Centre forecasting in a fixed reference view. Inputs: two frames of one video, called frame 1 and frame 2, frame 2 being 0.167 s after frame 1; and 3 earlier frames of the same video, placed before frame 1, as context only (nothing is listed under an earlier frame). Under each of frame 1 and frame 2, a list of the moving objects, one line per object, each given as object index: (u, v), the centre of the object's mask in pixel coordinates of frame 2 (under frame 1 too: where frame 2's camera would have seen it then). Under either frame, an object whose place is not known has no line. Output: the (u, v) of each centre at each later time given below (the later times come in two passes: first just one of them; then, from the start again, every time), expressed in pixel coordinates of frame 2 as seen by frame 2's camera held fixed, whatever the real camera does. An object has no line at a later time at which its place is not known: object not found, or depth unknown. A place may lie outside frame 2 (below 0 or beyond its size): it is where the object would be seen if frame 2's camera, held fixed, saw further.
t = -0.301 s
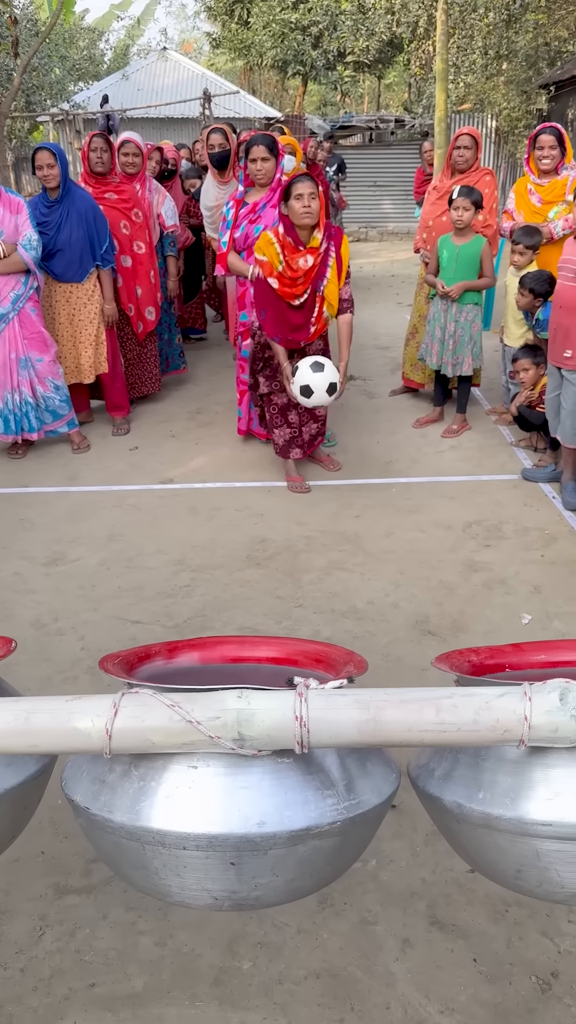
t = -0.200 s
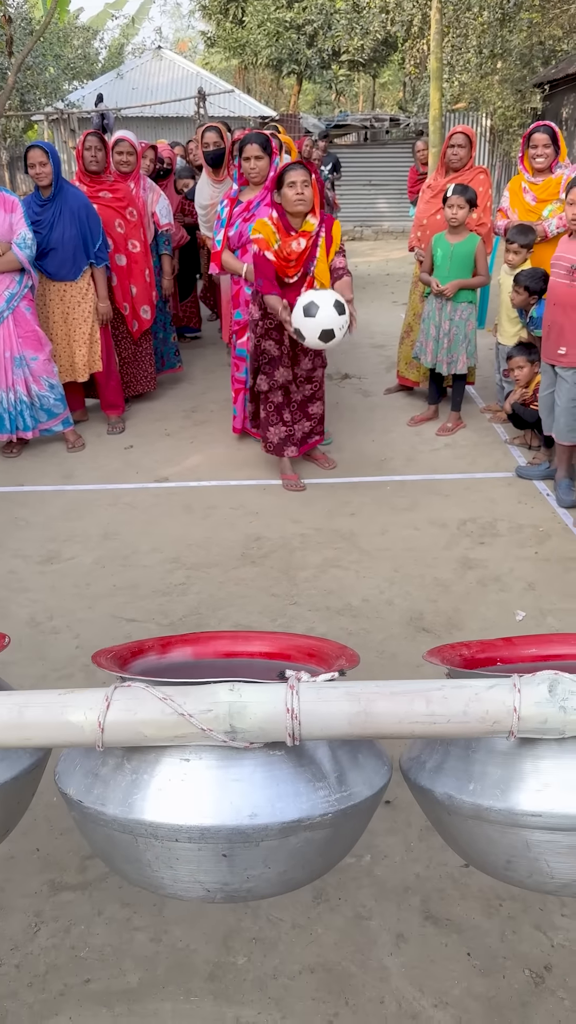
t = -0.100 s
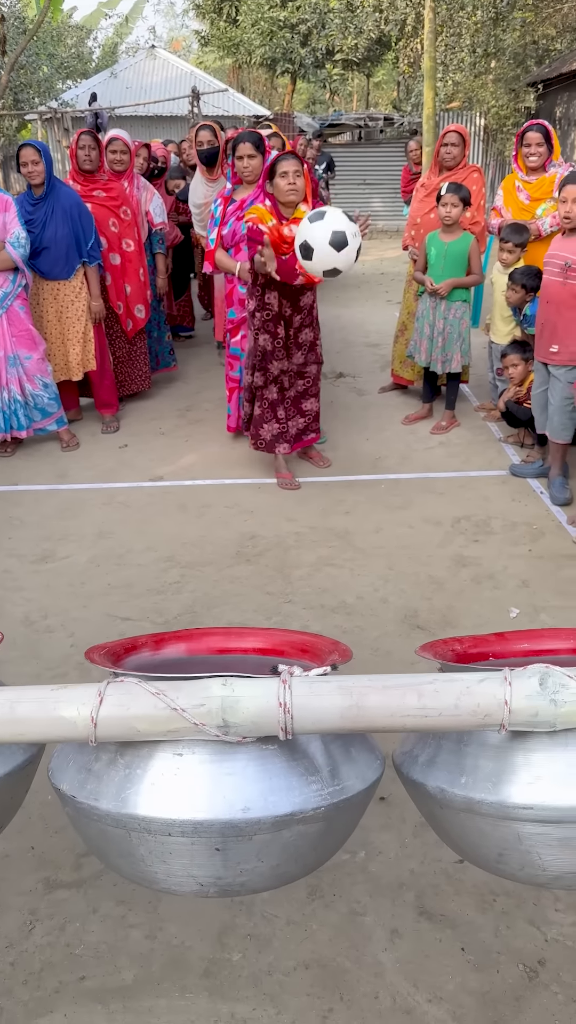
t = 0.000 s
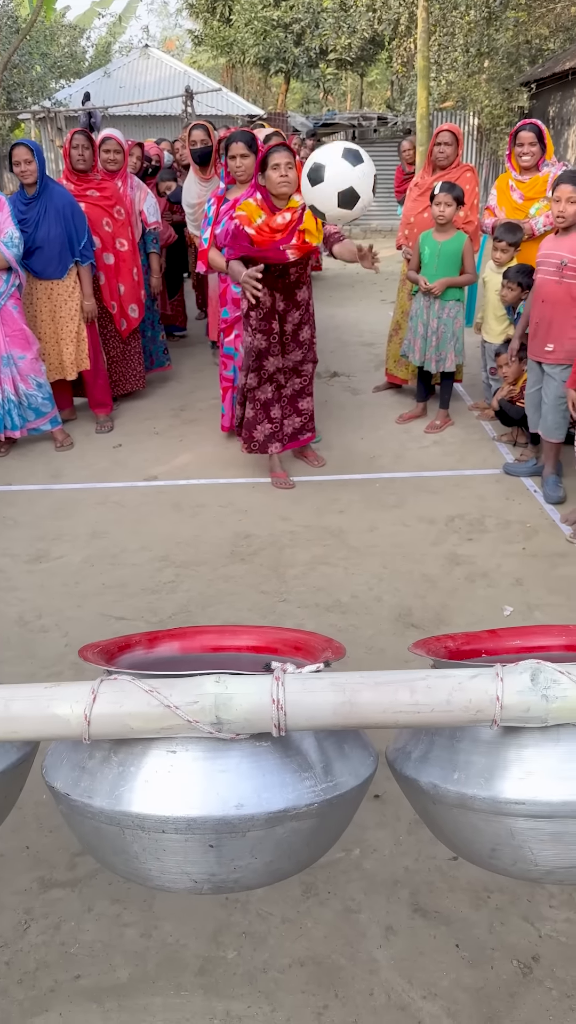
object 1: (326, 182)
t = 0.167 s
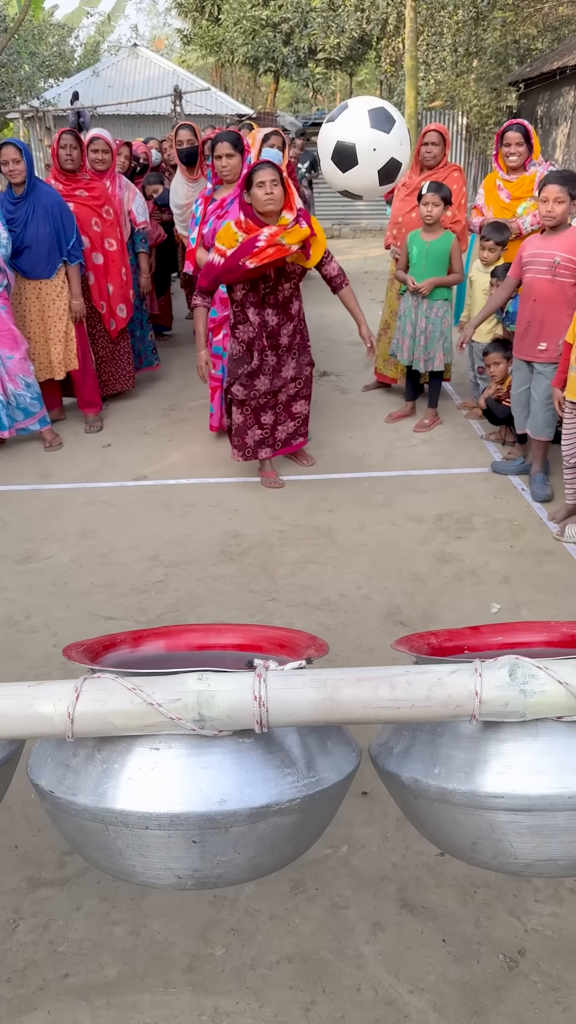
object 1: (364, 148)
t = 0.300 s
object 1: (399, 219)
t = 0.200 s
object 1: (372, 155)
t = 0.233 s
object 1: (381, 169)
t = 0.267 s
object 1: (390, 190)
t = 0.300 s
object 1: (399, 219)
